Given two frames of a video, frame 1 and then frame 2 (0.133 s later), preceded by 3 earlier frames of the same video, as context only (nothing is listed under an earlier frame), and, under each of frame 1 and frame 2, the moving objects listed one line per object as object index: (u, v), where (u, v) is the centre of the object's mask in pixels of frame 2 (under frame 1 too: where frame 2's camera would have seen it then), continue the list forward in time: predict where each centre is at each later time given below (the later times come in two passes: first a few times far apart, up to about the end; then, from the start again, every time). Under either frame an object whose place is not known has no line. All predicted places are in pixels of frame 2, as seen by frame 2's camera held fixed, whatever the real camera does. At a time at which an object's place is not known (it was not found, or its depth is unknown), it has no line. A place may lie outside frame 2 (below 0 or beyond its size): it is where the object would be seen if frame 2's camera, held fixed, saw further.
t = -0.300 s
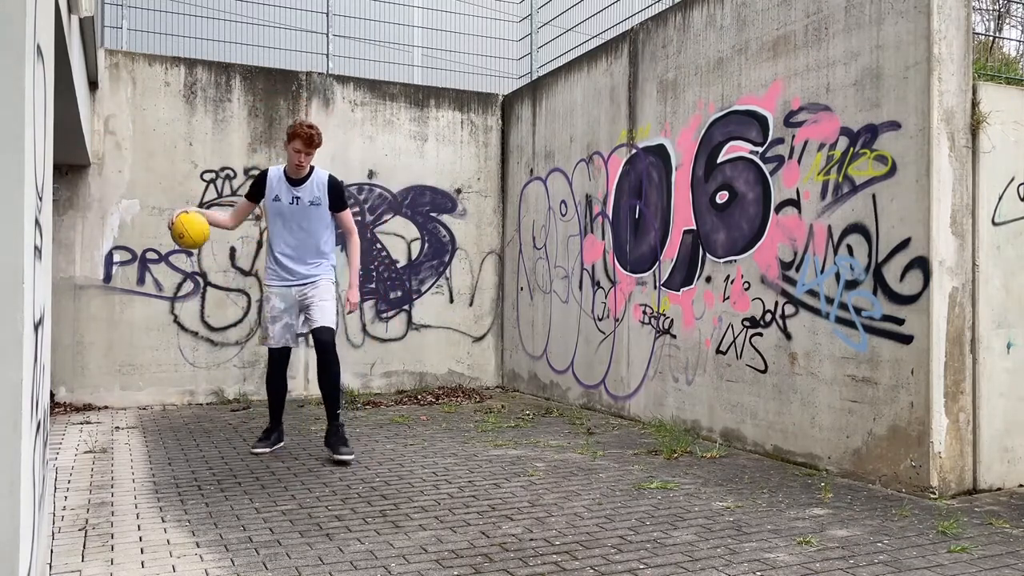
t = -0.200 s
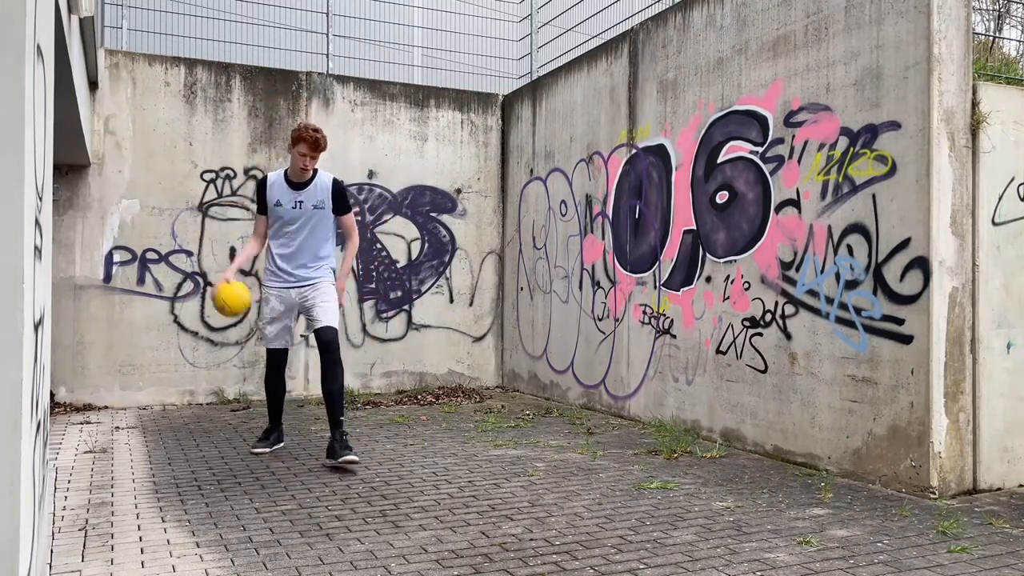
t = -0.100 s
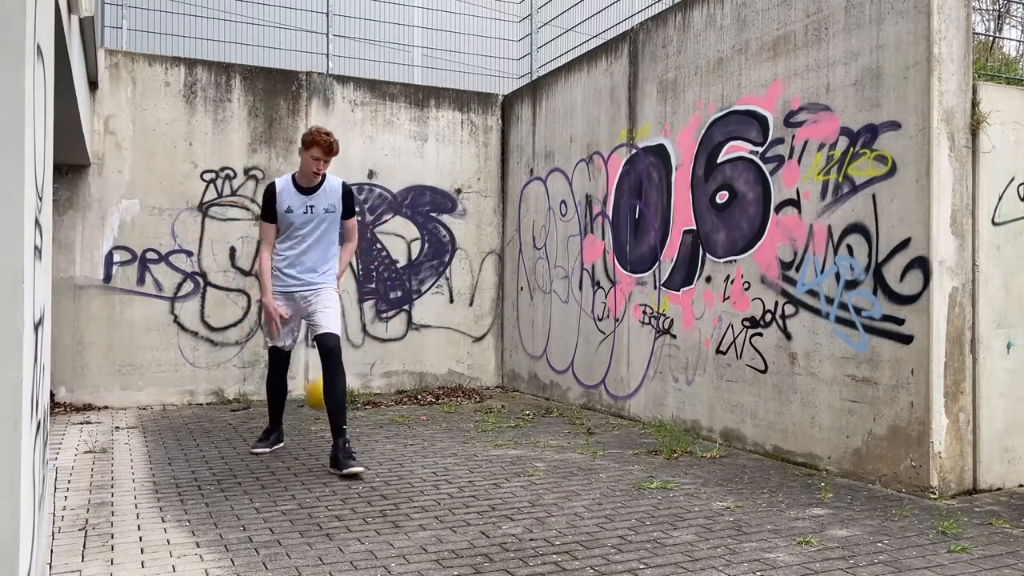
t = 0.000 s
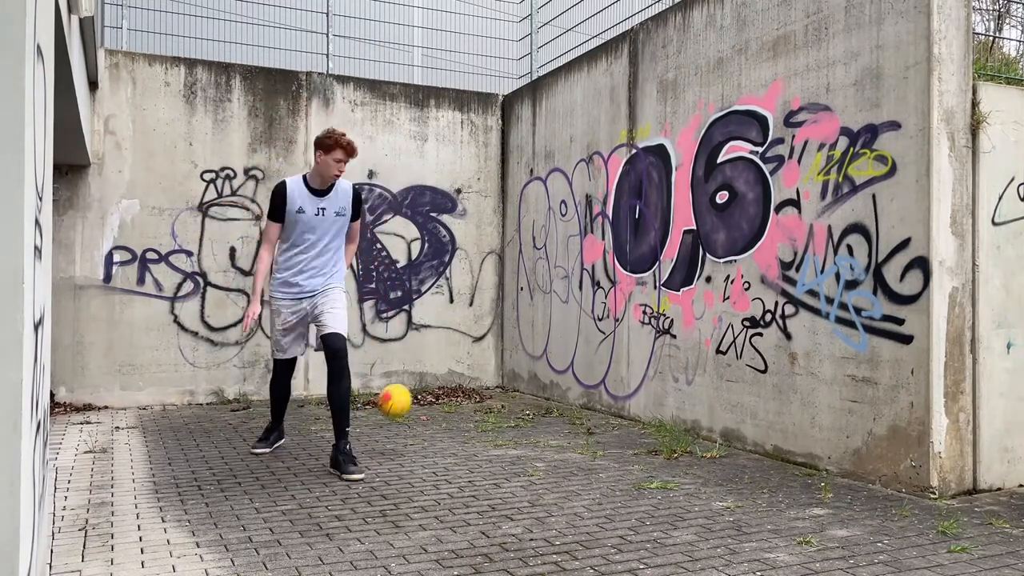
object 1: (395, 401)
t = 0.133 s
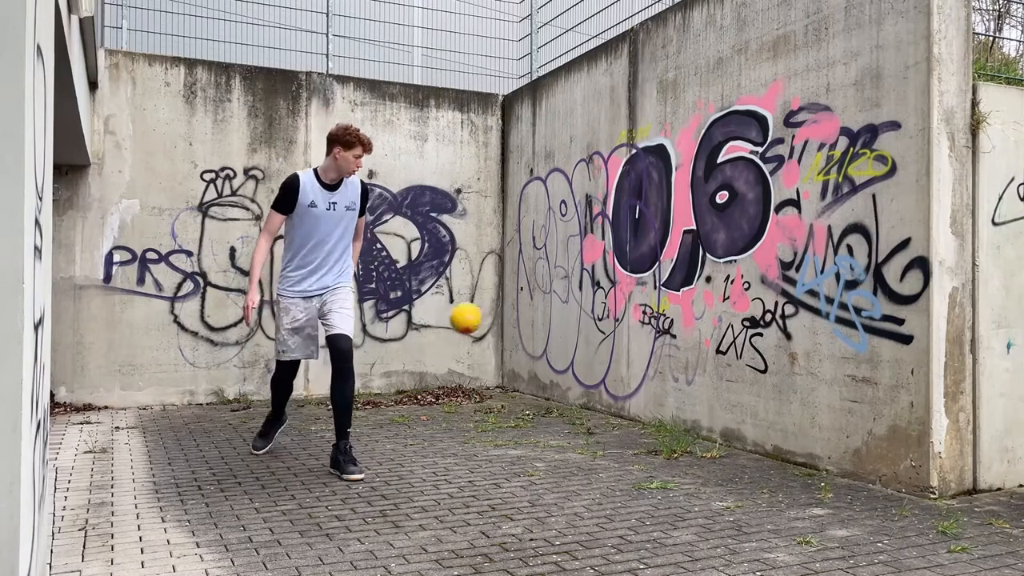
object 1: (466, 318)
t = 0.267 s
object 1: (529, 269)
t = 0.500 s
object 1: (628, 251)
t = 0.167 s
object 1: (483, 303)
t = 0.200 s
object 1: (499, 290)
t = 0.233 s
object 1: (514, 278)
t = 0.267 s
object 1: (529, 269)
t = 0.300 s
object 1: (545, 261)
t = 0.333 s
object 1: (560, 256)
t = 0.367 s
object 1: (574, 252)
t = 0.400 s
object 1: (588, 249)
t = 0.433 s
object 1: (602, 248)
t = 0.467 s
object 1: (615, 249)
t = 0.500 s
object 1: (628, 251)
